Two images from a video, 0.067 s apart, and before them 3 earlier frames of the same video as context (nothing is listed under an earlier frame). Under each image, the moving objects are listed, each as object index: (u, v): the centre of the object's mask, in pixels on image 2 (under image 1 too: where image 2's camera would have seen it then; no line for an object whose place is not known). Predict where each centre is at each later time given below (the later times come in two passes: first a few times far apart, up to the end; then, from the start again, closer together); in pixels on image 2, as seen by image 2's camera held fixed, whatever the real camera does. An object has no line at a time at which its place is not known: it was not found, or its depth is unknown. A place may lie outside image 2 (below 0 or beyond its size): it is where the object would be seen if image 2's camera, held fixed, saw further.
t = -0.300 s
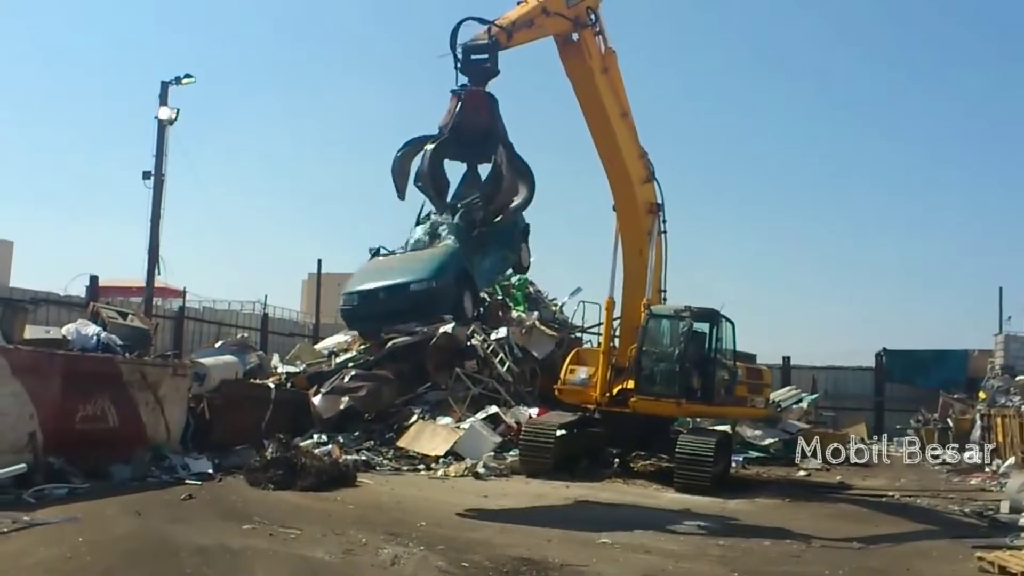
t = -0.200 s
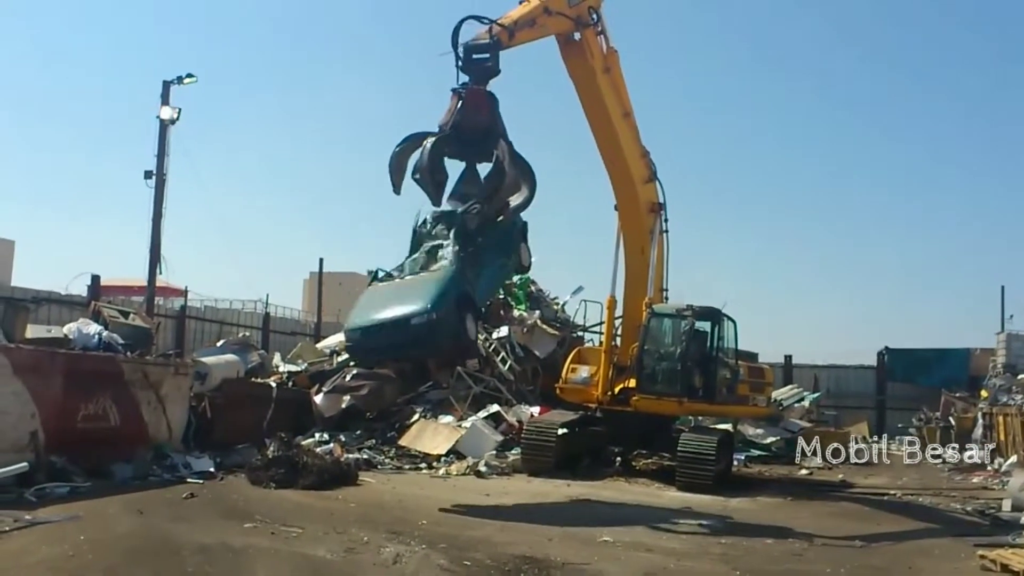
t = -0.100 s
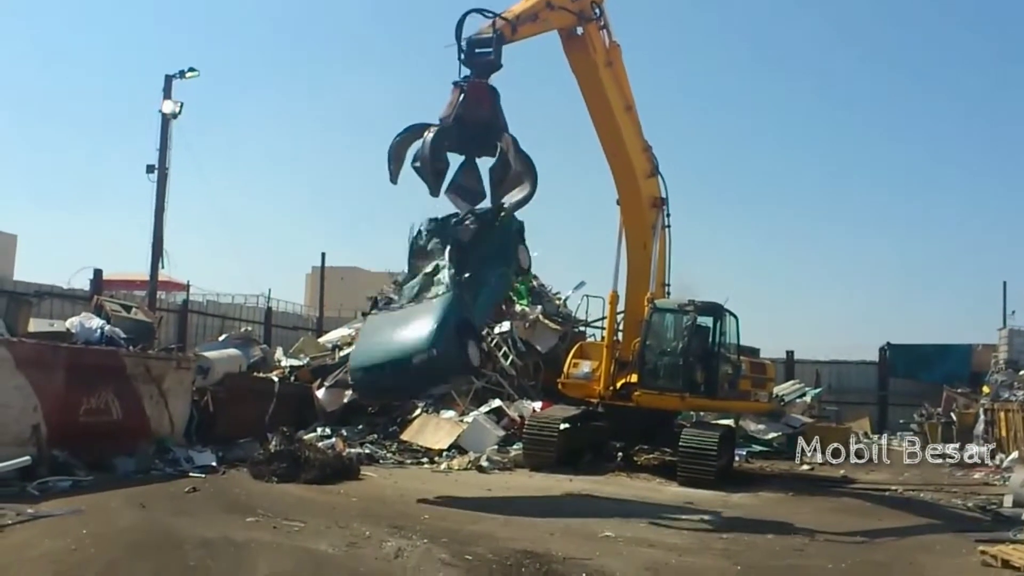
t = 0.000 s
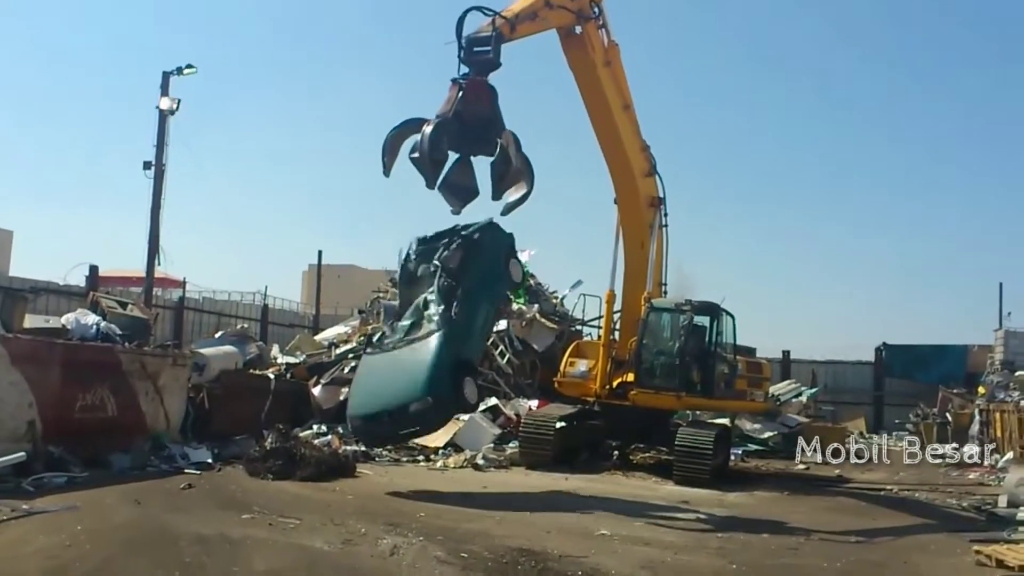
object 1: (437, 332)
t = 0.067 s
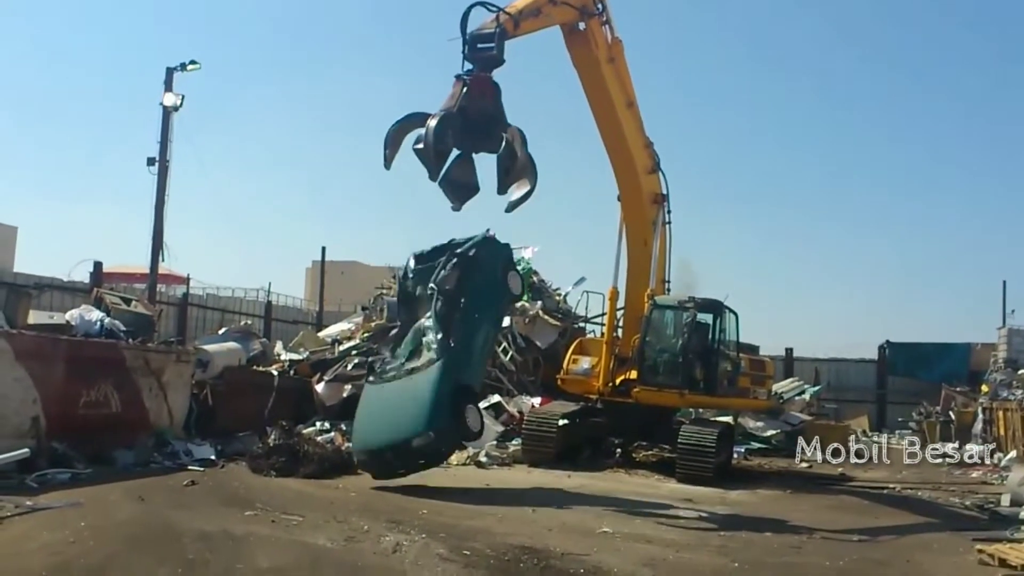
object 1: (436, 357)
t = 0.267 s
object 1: (446, 389)
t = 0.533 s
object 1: (470, 414)
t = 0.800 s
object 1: (480, 443)
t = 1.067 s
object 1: (482, 442)
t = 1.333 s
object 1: (483, 444)
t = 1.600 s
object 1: (482, 444)
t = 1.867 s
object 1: (482, 443)
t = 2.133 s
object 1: (482, 444)
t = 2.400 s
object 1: (482, 443)
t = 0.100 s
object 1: (436, 370)
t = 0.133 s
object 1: (436, 378)
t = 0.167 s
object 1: (439, 385)
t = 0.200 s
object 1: (441, 387)
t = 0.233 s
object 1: (445, 386)
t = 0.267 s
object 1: (446, 389)
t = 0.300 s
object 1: (449, 390)
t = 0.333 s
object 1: (453, 393)
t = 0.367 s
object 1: (456, 395)
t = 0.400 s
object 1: (459, 400)
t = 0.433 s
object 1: (462, 402)
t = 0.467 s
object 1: (463, 406)
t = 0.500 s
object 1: (467, 410)
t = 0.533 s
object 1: (470, 414)
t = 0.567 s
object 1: (474, 417)
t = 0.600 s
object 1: (475, 426)
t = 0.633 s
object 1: (477, 431)
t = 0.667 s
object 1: (479, 439)
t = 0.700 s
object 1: (480, 442)
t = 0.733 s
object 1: (478, 445)
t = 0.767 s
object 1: (480, 445)
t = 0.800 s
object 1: (480, 443)
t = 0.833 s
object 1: (481, 443)
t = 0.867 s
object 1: (481, 442)
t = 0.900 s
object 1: (481, 441)
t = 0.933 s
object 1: (481, 441)
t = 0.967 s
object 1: (482, 440)
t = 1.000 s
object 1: (483, 440)
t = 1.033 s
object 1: (483, 441)
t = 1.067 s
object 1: (482, 442)
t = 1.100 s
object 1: (482, 442)
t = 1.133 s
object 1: (481, 443)
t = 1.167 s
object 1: (481, 444)
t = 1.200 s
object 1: (482, 444)
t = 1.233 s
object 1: (482, 443)
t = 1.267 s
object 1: (482, 444)
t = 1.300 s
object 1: (482, 444)
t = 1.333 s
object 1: (483, 444)
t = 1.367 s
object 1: (482, 444)
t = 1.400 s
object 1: (482, 444)
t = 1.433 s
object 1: (482, 444)
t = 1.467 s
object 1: (482, 444)
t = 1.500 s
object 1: (482, 444)
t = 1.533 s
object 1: (482, 444)
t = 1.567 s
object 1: (482, 444)
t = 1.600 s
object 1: (482, 444)
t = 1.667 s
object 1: (481, 444)
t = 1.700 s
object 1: (482, 443)
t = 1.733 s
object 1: (482, 444)
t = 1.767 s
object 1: (482, 444)
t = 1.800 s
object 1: (482, 444)
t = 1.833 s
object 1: (482, 443)
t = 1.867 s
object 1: (482, 443)
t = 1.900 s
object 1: (481, 444)
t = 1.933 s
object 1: (482, 443)
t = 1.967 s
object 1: (481, 444)
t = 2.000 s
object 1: (482, 443)
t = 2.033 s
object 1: (482, 443)
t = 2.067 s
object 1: (481, 443)
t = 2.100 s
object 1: (482, 443)
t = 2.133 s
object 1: (482, 444)
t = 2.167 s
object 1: (482, 443)
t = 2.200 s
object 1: (482, 444)
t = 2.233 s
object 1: (482, 443)
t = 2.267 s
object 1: (482, 443)
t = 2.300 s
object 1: (482, 443)
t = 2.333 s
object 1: (482, 443)
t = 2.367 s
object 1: (482, 443)
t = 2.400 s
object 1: (482, 443)
